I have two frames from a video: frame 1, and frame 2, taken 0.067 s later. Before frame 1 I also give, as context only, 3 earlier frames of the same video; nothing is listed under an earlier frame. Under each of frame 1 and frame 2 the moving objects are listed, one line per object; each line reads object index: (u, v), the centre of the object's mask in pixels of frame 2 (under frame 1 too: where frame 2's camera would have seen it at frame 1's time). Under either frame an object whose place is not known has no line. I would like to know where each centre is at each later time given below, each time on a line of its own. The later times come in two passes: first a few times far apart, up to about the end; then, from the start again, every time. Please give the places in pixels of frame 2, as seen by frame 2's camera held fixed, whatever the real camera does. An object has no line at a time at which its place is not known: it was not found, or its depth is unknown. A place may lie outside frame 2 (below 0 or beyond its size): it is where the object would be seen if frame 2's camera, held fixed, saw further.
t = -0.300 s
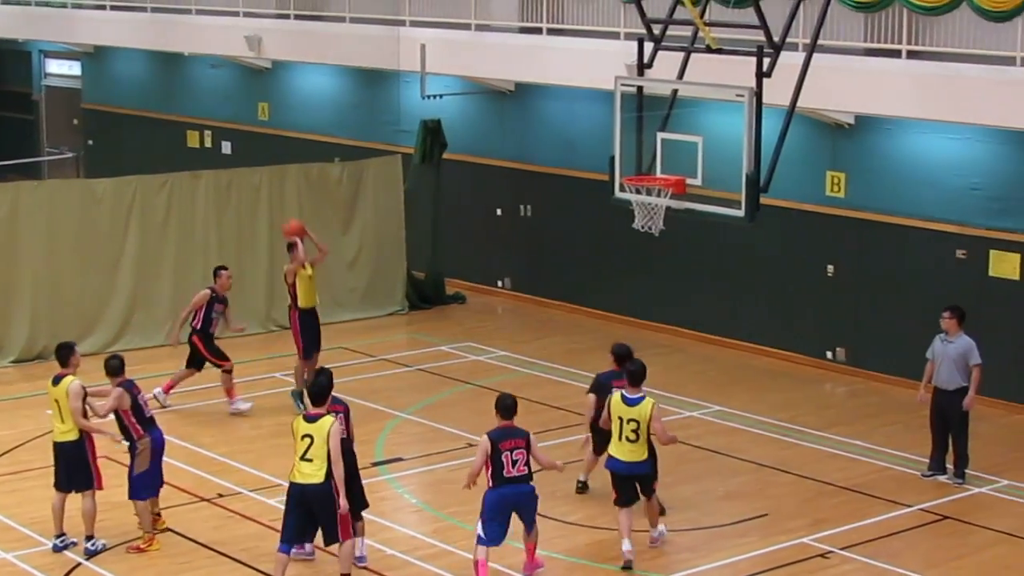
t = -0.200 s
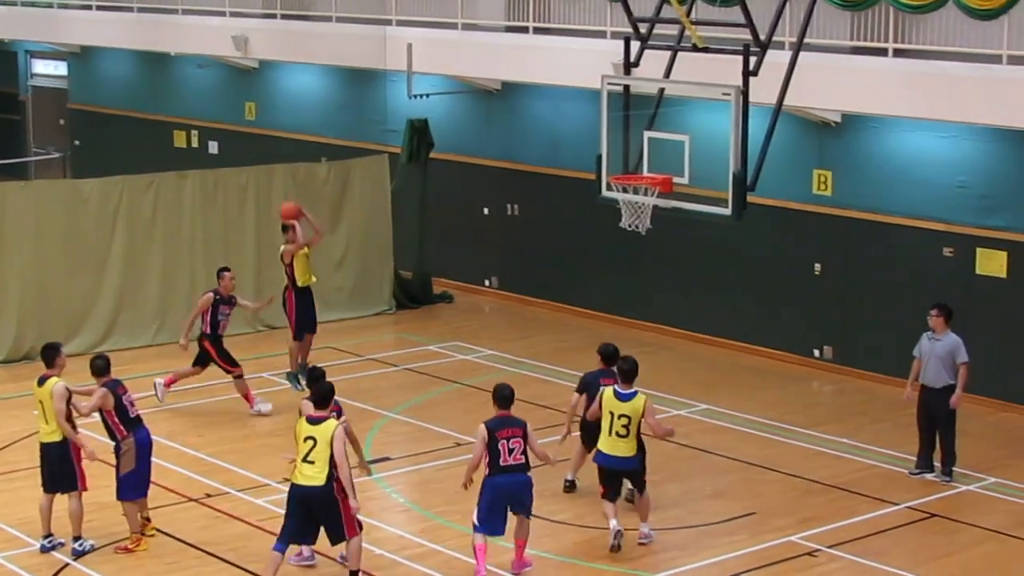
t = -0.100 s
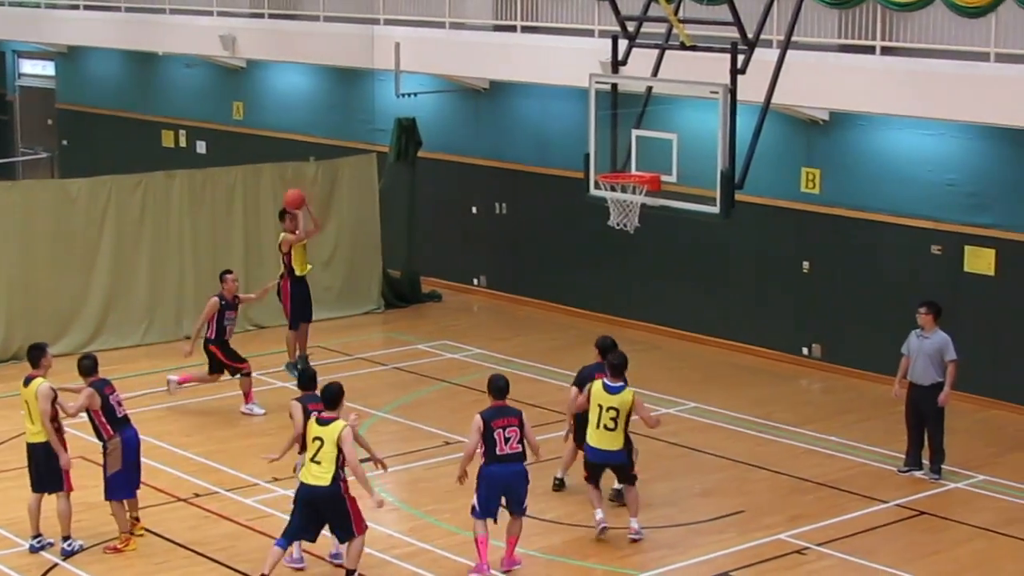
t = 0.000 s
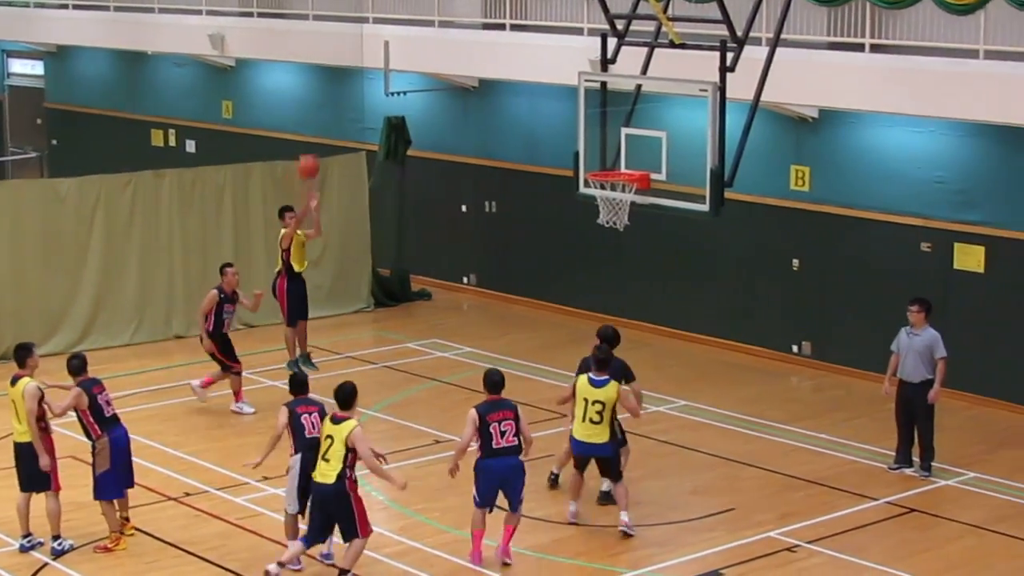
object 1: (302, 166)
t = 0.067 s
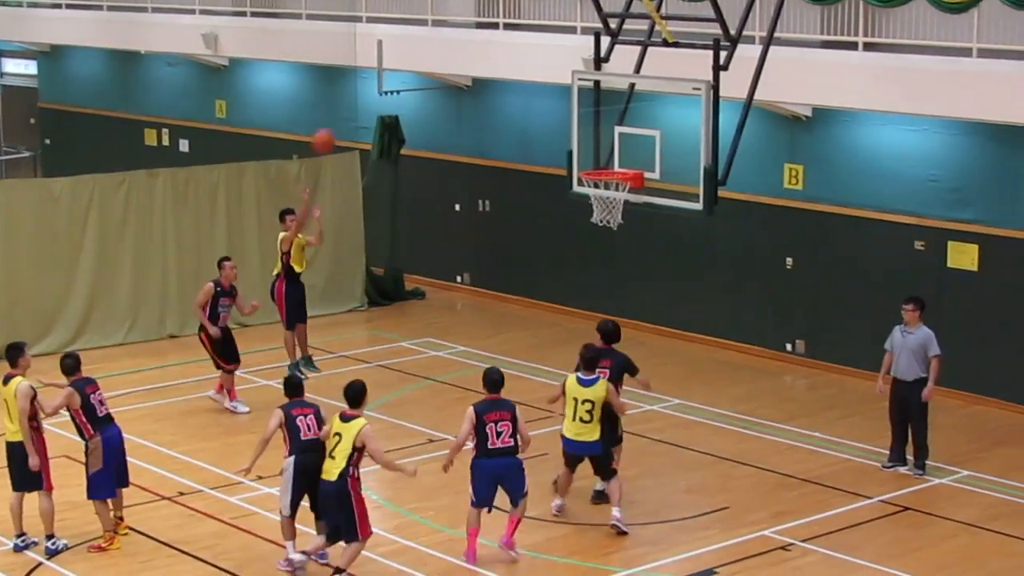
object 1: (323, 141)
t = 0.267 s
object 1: (394, 87)
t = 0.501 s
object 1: (481, 69)
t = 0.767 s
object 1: (588, 112)
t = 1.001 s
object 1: (677, 208)
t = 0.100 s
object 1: (335, 129)
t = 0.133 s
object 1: (347, 119)
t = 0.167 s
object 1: (358, 110)
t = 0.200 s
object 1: (369, 102)
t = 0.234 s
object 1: (382, 94)
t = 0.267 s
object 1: (394, 87)
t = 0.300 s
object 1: (406, 83)
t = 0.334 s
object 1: (419, 77)
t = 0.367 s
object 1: (431, 73)
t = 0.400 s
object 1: (443, 71)
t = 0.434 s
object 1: (456, 69)
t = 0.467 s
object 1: (469, 68)
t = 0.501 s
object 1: (481, 69)
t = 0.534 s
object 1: (494, 70)
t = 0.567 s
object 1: (507, 72)
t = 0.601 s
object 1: (521, 76)
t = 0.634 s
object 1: (534, 81)
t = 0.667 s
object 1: (548, 87)
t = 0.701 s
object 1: (561, 95)
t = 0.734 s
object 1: (574, 103)
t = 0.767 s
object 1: (588, 112)
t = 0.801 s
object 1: (602, 123)
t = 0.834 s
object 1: (616, 135)
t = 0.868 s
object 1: (630, 148)
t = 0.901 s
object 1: (644, 162)
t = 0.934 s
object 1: (658, 178)
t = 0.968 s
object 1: (671, 196)
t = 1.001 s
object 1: (677, 208)
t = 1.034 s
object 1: (680, 221)
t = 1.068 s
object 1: (685, 235)
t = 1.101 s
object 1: (689, 250)
